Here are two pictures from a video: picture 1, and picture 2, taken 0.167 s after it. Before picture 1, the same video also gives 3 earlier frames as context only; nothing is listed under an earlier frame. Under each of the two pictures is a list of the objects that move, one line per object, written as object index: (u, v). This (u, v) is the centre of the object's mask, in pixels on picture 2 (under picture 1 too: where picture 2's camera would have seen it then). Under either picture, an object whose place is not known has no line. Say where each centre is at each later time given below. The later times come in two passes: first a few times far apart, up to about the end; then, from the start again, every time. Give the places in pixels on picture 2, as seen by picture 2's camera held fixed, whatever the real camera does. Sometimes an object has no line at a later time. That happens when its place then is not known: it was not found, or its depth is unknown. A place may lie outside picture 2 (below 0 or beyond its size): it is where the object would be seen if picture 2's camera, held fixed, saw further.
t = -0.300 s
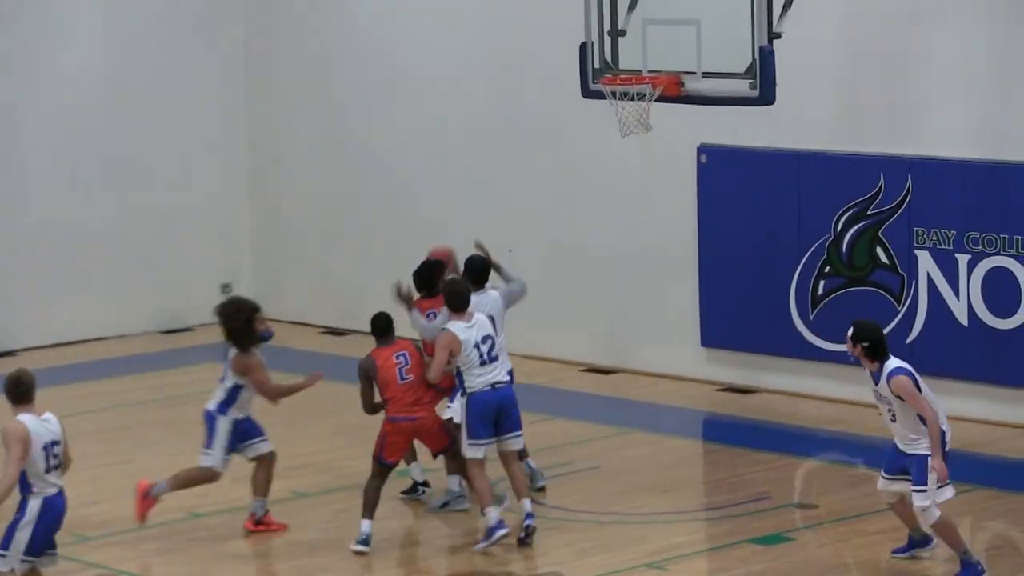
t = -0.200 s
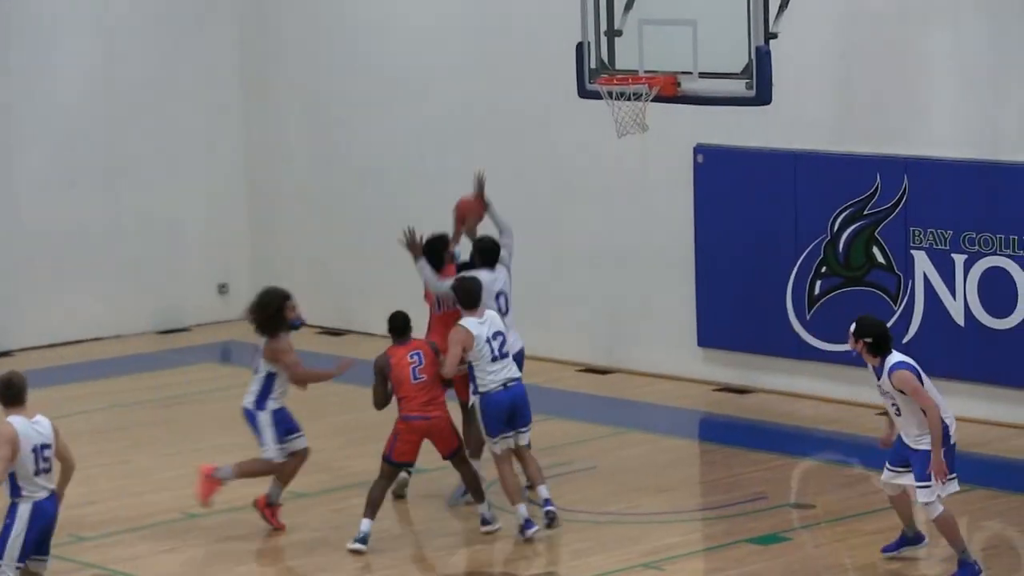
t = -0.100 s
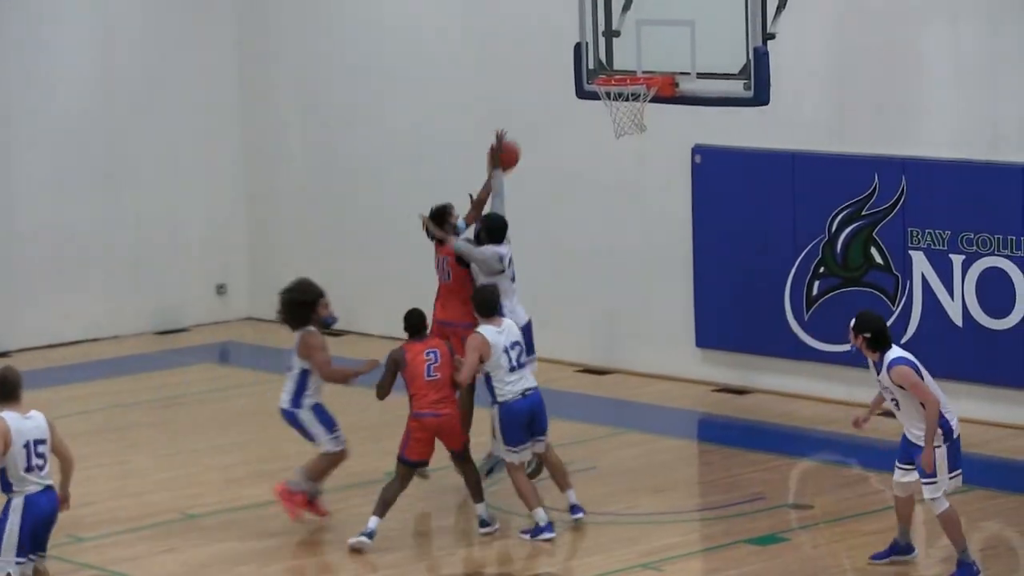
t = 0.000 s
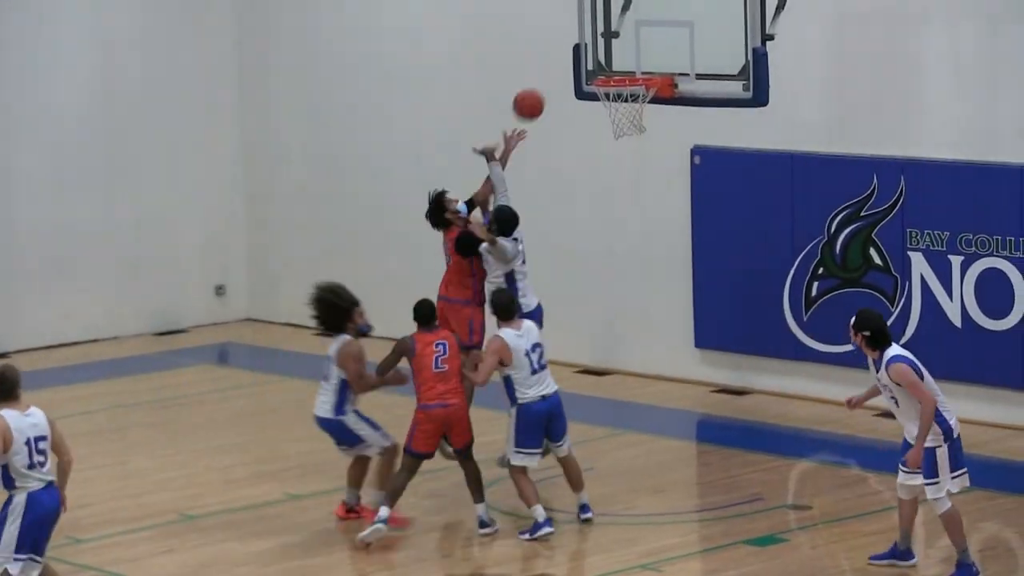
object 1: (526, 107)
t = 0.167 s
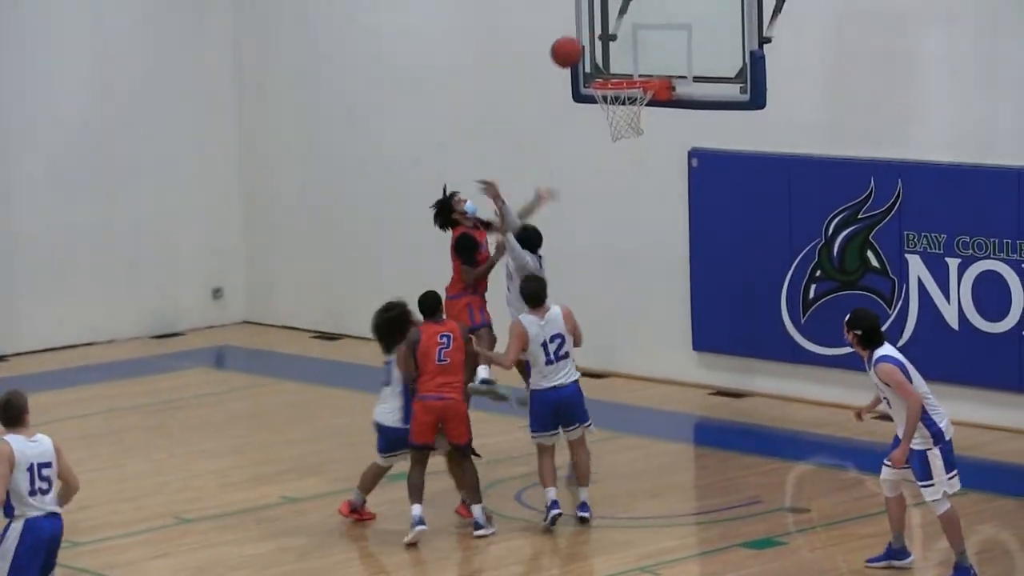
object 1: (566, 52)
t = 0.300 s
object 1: (599, 33)
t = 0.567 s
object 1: (630, 53)
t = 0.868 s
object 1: (630, 147)
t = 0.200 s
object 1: (574, 46)
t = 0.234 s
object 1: (583, 39)
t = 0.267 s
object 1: (591, 36)
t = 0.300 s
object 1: (599, 33)
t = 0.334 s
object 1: (608, 32)
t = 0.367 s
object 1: (616, 33)
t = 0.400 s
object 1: (625, 35)
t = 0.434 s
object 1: (627, 36)
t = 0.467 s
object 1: (627, 38)
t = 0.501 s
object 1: (628, 42)
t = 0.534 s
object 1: (628, 46)
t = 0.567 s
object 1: (630, 53)
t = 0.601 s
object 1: (630, 62)
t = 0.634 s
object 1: (631, 69)
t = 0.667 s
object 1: (632, 79)
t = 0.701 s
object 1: (633, 97)
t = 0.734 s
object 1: (633, 109)
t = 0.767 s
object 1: (634, 120)
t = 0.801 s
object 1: (633, 128)
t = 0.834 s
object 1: (631, 141)
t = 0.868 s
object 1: (630, 147)
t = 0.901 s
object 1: (629, 158)
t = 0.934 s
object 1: (628, 170)
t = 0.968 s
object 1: (627, 184)
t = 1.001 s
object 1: (626, 200)
